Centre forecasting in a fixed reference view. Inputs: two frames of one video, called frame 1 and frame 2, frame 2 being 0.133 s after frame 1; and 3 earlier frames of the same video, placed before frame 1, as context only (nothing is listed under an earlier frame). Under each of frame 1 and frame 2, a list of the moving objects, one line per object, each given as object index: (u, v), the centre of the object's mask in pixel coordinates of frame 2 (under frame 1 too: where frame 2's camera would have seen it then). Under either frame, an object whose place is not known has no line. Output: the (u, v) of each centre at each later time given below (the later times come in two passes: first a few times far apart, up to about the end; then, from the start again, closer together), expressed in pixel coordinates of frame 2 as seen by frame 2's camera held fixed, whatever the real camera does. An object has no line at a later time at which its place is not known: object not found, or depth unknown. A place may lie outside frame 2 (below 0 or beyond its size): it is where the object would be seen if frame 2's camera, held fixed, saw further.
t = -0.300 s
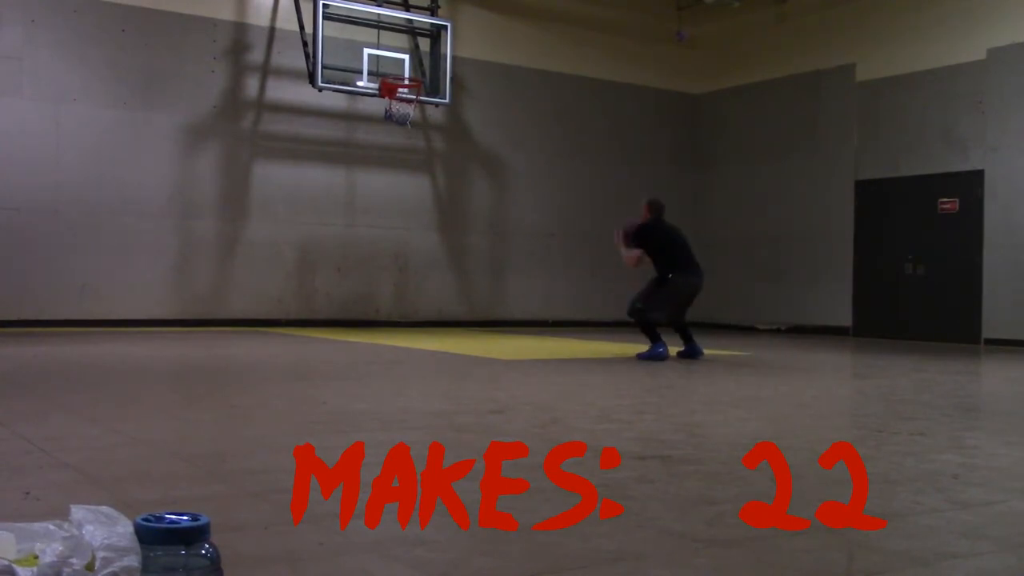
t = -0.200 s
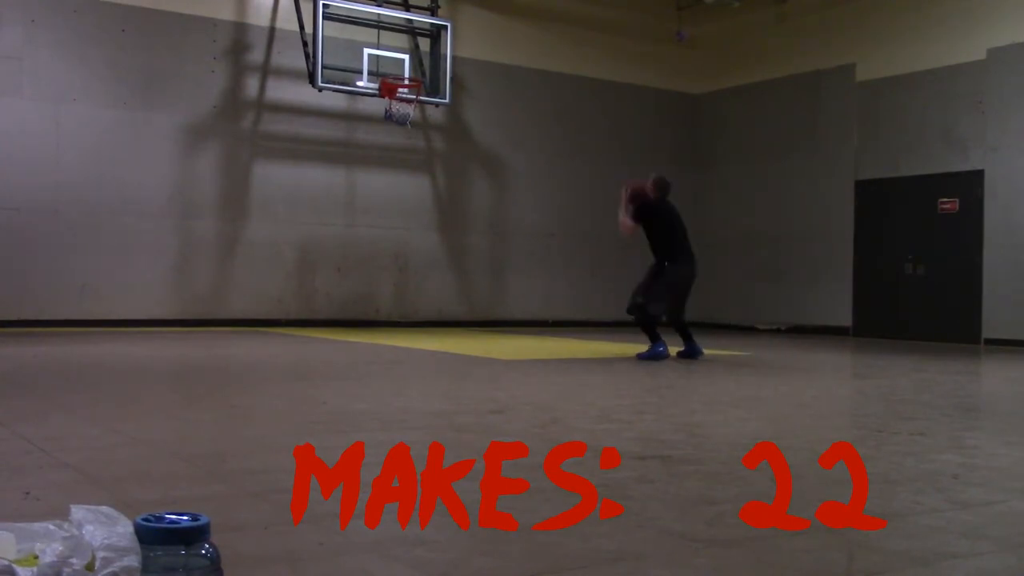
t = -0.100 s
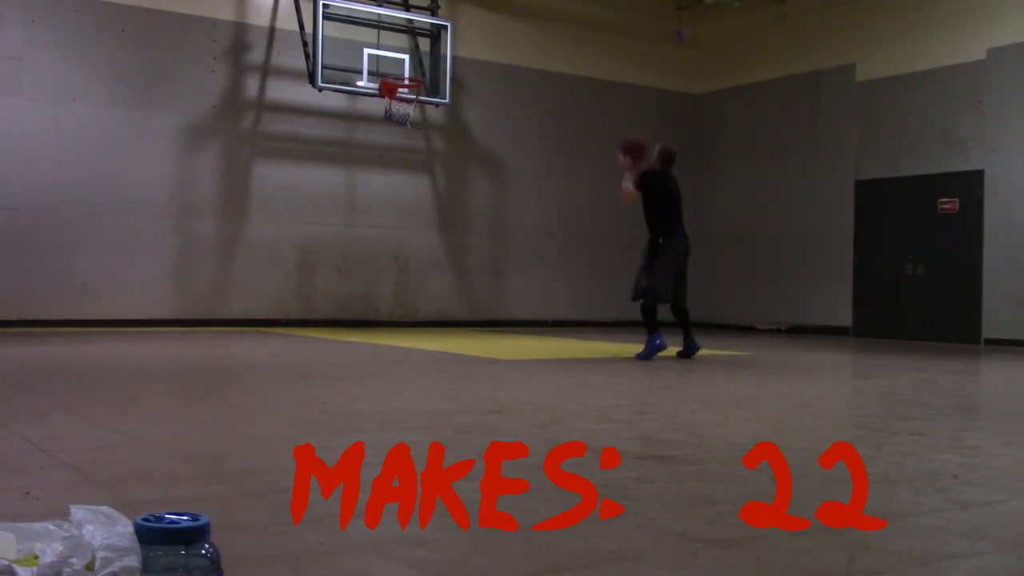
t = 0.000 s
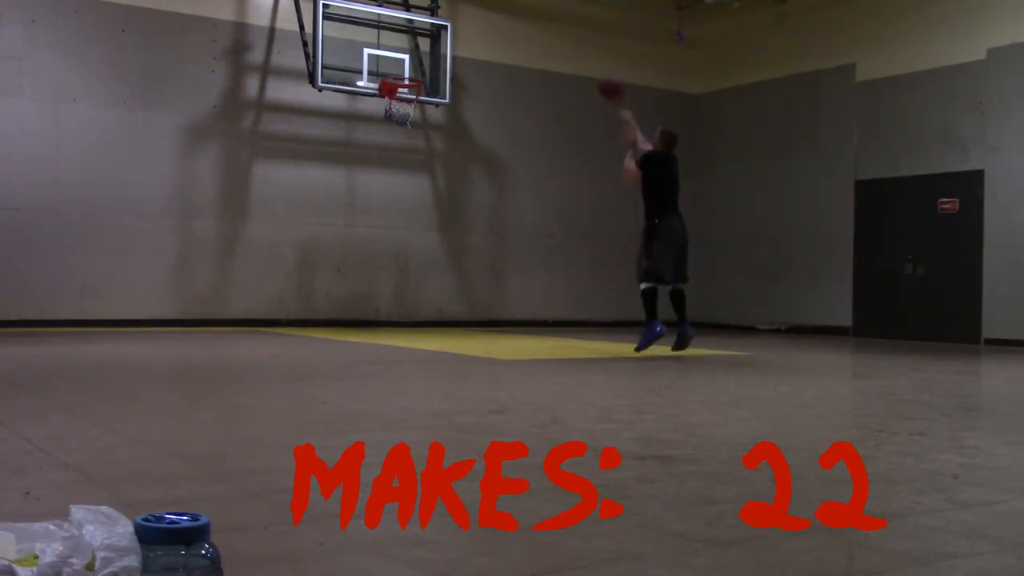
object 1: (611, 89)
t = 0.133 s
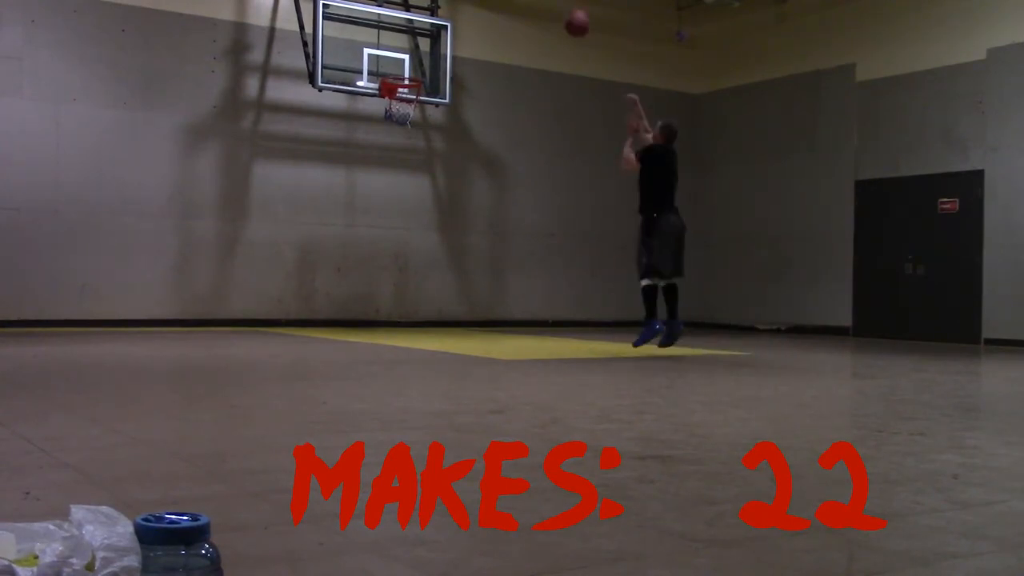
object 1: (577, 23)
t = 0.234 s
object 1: (553, 2)
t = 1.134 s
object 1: (387, 124)
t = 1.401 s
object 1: (361, 228)
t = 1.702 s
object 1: (343, 274)
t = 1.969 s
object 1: (342, 210)
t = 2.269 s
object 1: (339, 202)
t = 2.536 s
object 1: (335, 253)
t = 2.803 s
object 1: (332, 301)
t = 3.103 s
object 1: (332, 269)
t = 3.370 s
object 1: (330, 296)
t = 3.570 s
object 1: (329, 302)
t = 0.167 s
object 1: (569, 12)
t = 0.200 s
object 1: (561, 6)
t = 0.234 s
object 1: (553, 2)
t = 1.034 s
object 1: (399, 93)
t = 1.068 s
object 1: (395, 107)
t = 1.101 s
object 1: (391, 113)
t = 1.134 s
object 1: (387, 124)
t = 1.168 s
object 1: (383, 134)
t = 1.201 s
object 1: (380, 145)
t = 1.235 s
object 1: (377, 157)
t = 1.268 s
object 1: (374, 169)
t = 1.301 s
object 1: (370, 183)
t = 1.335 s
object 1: (367, 197)
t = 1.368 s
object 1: (364, 212)
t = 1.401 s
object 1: (361, 228)
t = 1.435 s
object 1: (357, 245)
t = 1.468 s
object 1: (355, 261)
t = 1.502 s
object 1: (351, 279)
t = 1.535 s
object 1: (348, 297)
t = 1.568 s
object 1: (345, 314)
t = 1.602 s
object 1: (344, 312)
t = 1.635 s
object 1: (343, 299)
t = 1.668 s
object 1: (343, 286)
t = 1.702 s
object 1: (343, 274)
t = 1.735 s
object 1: (343, 264)
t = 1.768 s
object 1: (343, 254)
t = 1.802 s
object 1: (343, 245)
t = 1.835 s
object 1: (343, 236)
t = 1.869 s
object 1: (342, 228)
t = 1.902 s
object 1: (342, 221)
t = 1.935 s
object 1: (342, 215)
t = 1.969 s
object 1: (342, 210)
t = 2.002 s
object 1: (341, 206)
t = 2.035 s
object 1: (342, 203)
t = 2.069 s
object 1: (341, 200)
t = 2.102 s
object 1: (341, 199)
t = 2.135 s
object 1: (341, 198)
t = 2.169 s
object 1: (341, 198)
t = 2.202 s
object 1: (340, 198)
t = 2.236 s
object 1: (340, 200)
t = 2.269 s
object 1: (339, 202)
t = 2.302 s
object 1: (339, 206)
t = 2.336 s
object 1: (339, 210)
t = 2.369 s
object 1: (338, 215)
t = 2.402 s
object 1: (337, 221)
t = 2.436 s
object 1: (337, 228)
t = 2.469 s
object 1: (336, 235)
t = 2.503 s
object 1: (336, 244)
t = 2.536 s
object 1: (335, 253)
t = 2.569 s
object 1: (335, 264)
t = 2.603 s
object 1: (334, 275)
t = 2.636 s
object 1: (334, 286)
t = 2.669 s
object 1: (333, 299)
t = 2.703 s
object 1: (332, 312)
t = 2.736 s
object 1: (333, 316)
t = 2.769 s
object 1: (332, 309)
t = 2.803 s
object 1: (332, 301)
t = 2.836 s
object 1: (332, 294)
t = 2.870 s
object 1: (332, 288)
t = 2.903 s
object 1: (332, 282)
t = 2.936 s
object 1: (332, 278)
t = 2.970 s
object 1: (332, 274)
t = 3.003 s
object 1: (332, 272)
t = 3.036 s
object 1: (332, 270)
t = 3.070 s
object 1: (332, 269)
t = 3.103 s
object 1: (332, 269)
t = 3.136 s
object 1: (332, 269)
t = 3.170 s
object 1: (332, 270)
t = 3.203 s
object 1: (332, 272)
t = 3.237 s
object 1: (331, 275)
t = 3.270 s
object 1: (331, 279)
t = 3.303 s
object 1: (331, 284)
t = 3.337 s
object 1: (330, 290)
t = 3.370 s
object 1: (330, 296)
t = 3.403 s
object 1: (330, 303)
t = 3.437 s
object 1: (329, 313)
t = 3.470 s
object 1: (330, 317)
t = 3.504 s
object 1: (329, 312)
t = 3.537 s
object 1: (330, 308)
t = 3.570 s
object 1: (329, 302)
